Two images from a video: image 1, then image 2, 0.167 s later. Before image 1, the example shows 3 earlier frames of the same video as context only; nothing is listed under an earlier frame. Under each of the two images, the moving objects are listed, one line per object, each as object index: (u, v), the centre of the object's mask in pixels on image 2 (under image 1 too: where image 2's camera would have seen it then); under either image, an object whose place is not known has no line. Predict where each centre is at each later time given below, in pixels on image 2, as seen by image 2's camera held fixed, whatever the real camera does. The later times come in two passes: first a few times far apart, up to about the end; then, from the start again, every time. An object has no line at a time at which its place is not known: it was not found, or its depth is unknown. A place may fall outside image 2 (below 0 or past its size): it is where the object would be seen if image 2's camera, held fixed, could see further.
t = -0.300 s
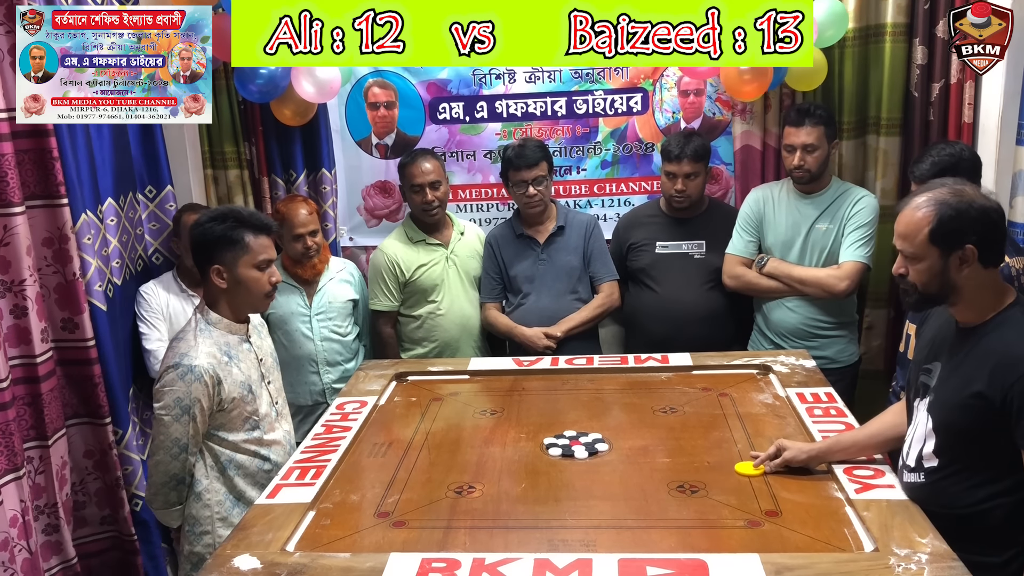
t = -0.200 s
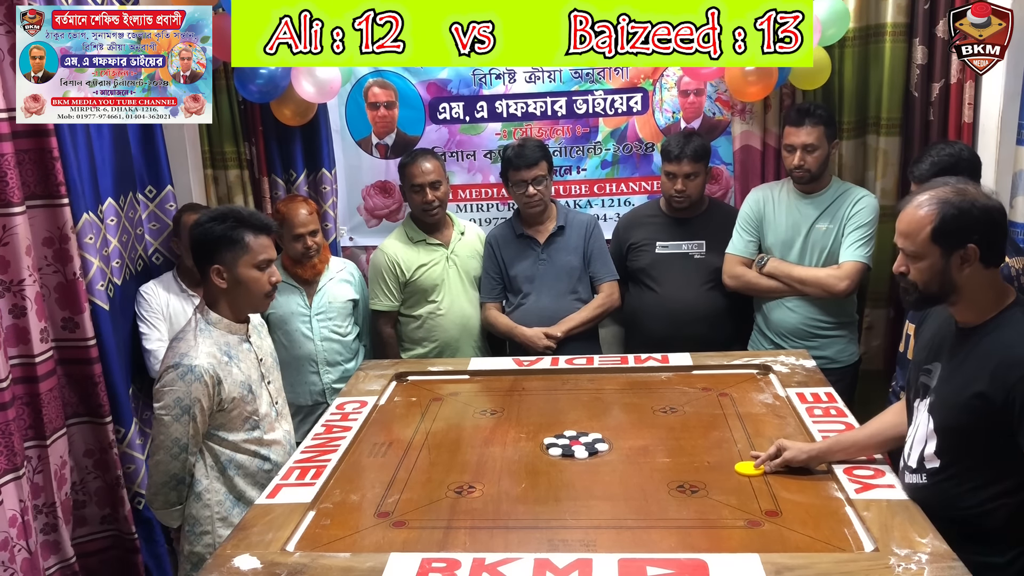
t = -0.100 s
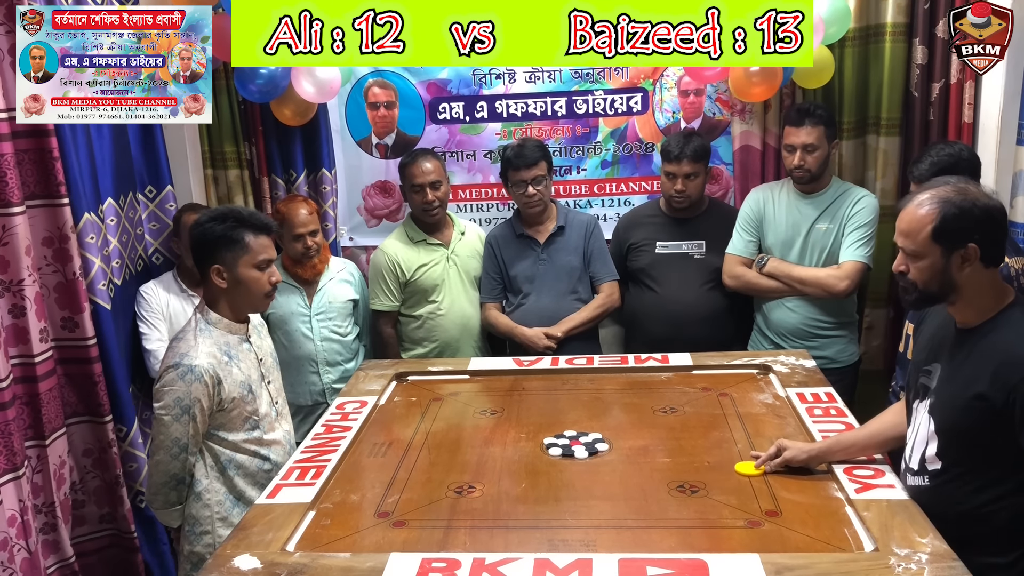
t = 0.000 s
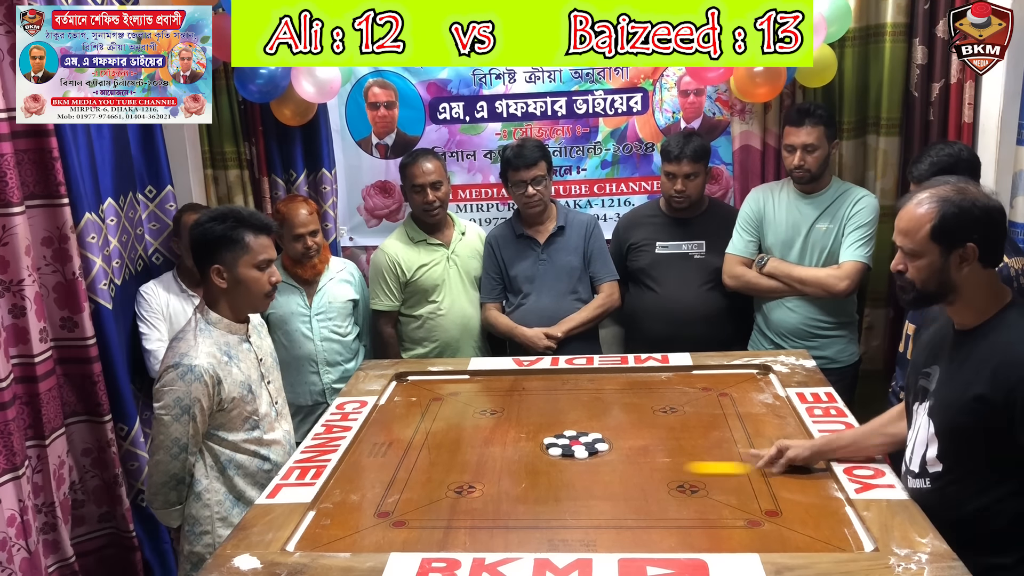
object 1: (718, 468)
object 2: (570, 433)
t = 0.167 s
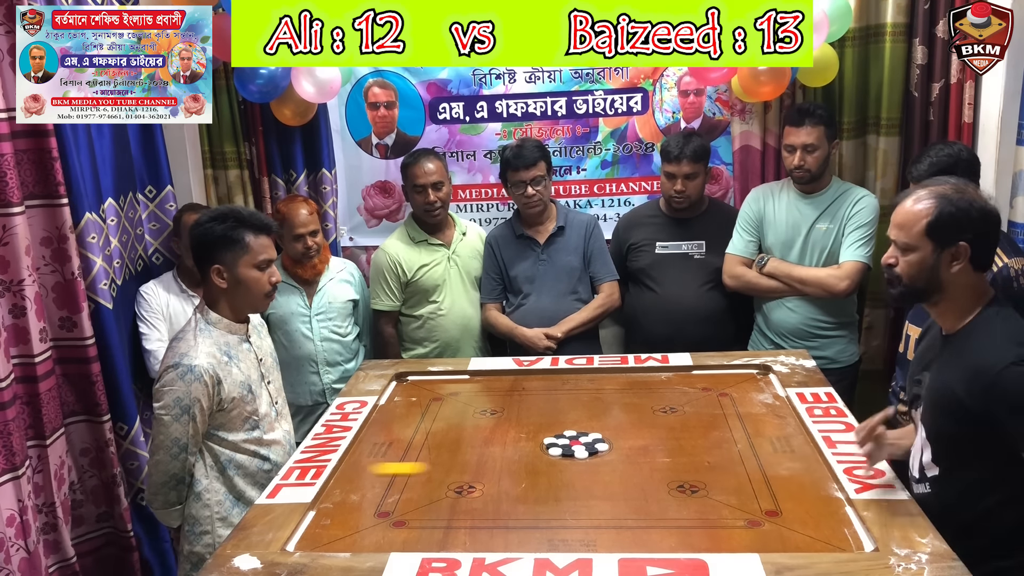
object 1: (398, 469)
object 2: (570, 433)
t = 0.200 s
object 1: (362, 468)
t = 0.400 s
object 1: (550, 465)
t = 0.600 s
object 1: (593, 496)
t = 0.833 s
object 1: (633, 528)
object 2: (558, 400)
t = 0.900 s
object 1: (643, 536)
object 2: (557, 398)
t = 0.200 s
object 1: (362, 468)
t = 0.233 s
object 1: (401, 466)
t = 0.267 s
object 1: (444, 462)
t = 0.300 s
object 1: (484, 460)
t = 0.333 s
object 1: (523, 457)
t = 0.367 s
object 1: (542, 459)
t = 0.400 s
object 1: (550, 465)
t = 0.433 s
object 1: (557, 470)
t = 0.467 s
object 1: (564, 475)
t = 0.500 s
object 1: (572, 481)
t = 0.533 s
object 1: (579, 486)
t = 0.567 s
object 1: (586, 491)
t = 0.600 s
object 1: (593, 496)
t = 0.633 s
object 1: (599, 501)
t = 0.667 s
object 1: (605, 506)
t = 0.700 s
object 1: (611, 511)
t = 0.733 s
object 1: (617, 515)
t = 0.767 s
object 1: (622, 520)
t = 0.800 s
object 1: (628, 524)
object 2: (558, 401)
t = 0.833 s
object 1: (633, 528)
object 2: (558, 400)
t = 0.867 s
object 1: (638, 533)
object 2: (557, 399)
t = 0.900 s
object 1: (643, 536)
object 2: (557, 398)
